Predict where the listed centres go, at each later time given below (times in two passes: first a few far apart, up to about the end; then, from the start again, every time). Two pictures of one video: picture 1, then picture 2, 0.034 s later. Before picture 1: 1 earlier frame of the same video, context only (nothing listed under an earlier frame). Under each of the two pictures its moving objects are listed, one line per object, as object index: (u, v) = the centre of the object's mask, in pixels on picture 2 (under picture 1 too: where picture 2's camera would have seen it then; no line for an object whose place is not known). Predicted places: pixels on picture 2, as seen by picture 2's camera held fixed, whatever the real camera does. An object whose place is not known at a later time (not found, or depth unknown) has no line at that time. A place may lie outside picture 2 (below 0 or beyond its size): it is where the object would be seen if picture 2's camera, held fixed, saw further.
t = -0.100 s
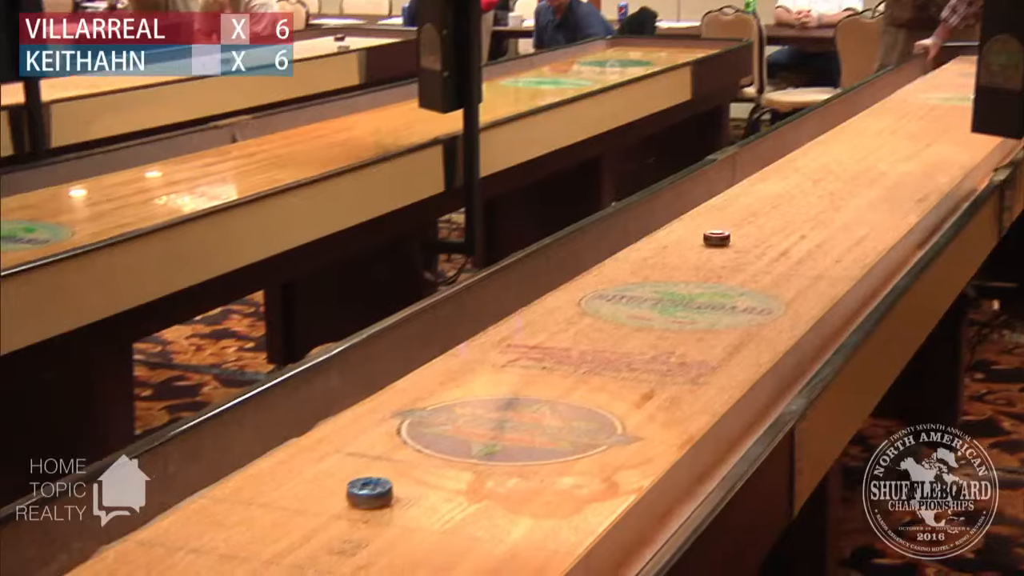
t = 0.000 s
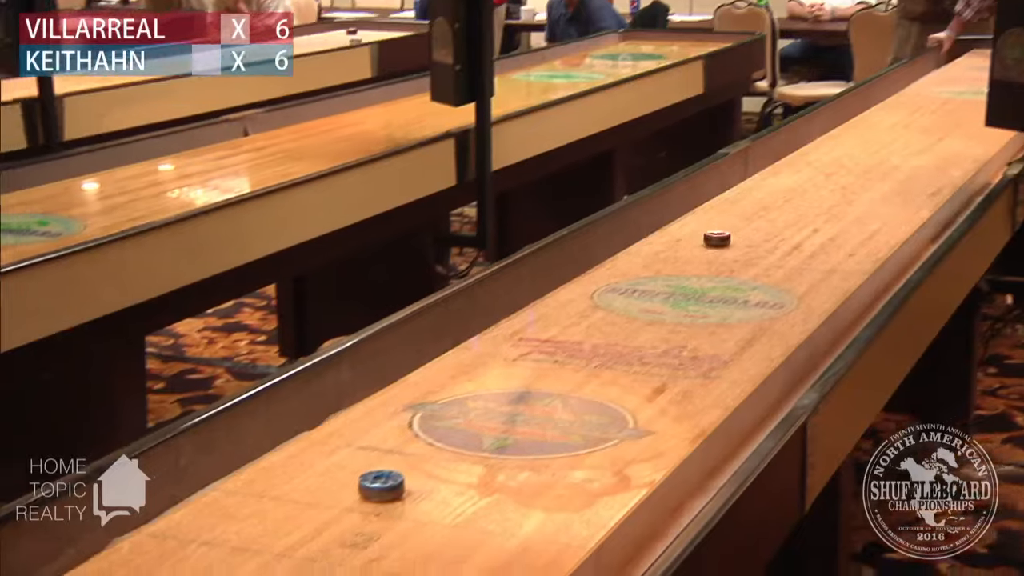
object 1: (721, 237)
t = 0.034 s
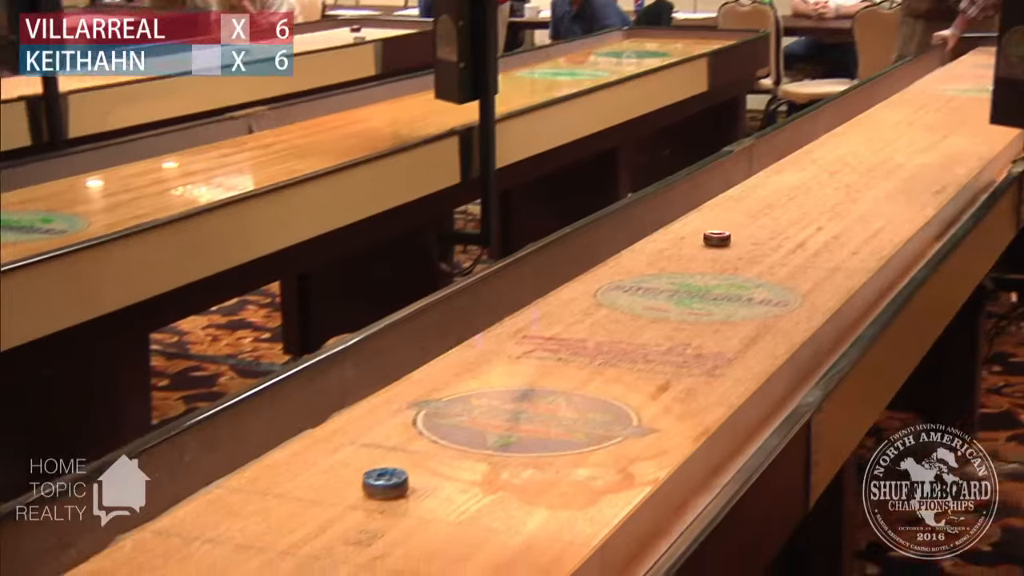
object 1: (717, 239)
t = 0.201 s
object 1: (696, 250)
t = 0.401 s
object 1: (670, 263)
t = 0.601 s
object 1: (643, 277)
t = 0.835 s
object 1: (611, 294)
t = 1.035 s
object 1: (583, 309)
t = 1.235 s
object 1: (553, 325)
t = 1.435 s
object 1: (524, 342)
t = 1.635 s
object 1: (493, 359)
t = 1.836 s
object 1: (462, 376)
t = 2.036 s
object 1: (431, 395)
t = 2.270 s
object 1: (394, 416)
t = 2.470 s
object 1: (361, 436)
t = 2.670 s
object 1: (326, 457)
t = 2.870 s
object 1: (294, 478)
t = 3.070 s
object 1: (260, 499)
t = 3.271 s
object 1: (225, 522)
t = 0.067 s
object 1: (712, 241)
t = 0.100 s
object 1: (708, 243)
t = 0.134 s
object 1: (704, 245)
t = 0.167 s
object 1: (700, 248)
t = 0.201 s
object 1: (696, 250)
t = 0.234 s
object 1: (692, 252)
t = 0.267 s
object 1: (687, 254)
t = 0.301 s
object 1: (683, 256)
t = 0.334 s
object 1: (679, 258)
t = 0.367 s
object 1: (674, 261)
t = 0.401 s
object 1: (670, 263)
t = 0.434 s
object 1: (666, 266)
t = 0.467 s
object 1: (661, 268)
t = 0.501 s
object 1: (657, 270)
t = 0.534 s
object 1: (653, 272)
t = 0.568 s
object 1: (648, 275)
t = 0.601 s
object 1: (643, 277)
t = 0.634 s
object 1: (639, 280)
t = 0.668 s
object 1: (635, 282)
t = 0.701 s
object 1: (630, 284)
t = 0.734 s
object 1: (625, 287)
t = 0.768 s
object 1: (620, 289)
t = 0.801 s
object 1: (616, 292)
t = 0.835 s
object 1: (611, 294)
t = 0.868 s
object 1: (606, 296)
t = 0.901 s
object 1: (602, 299)
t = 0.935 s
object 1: (597, 302)
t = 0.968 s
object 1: (592, 304)
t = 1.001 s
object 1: (587, 307)
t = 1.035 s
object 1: (583, 309)
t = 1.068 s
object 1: (578, 312)
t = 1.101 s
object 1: (573, 315)
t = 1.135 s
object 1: (568, 317)
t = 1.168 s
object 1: (563, 320)
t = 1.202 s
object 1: (558, 323)
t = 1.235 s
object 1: (553, 325)
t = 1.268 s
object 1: (548, 328)
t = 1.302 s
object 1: (543, 331)
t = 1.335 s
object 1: (538, 333)
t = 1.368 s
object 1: (533, 336)
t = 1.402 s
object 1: (529, 339)
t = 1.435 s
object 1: (524, 342)
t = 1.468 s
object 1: (519, 345)
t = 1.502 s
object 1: (514, 347)
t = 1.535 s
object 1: (509, 350)
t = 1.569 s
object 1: (504, 353)
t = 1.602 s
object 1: (498, 356)
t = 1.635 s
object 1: (493, 359)
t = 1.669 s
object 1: (489, 361)
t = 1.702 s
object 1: (483, 364)
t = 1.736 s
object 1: (478, 367)
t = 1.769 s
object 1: (473, 370)
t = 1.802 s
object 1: (468, 373)
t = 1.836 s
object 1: (462, 376)
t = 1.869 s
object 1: (457, 380)
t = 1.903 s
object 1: (452, 382)
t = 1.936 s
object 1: (447, 385)
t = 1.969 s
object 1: (442, 389)
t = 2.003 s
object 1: (437, 392)
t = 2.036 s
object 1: (431, 395)
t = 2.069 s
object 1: (426, 397)
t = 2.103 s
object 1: (421, 401)
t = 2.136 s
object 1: (415, 404)
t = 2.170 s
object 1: (410, 407)
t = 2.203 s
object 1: (405, 410)
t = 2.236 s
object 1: (399, 413)
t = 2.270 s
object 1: (394, 416)
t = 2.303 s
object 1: (388, 420)
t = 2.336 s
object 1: (383, 423)
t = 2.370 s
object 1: (377, 426)
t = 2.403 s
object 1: (371, 430)
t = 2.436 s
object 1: (366, 433)
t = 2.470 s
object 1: (361, 436)
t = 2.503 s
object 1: (355, 440)
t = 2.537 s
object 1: (349, 443)
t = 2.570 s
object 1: (344, 447)
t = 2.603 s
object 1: (338, 450)
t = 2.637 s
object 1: (332, 454)
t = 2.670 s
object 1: (326, 457)
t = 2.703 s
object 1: (321, 461)
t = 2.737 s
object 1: (316, 464)
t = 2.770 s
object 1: (311, 467)
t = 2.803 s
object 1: (305, 471)
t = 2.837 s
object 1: (299, 474)
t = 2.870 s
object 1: (294, 478)
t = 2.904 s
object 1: (288, 482)
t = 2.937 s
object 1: (283, 486)
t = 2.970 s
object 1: (277, 489)
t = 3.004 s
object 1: (271, 492)
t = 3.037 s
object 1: (266, 496)
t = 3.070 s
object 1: (260, 499)
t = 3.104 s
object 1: (255, 503)
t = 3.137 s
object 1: (249, 506)
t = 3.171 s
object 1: (243, 510)
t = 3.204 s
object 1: (237, 514)
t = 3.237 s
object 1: (232, 518)
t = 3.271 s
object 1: (225, 522)
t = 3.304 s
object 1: (219, 525)
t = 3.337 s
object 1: (214, 529)
